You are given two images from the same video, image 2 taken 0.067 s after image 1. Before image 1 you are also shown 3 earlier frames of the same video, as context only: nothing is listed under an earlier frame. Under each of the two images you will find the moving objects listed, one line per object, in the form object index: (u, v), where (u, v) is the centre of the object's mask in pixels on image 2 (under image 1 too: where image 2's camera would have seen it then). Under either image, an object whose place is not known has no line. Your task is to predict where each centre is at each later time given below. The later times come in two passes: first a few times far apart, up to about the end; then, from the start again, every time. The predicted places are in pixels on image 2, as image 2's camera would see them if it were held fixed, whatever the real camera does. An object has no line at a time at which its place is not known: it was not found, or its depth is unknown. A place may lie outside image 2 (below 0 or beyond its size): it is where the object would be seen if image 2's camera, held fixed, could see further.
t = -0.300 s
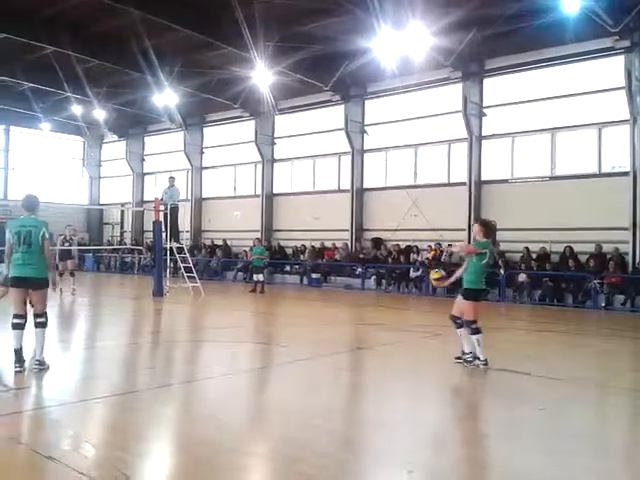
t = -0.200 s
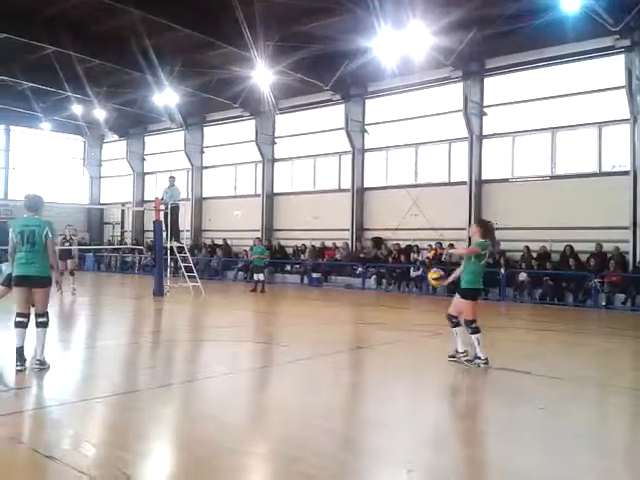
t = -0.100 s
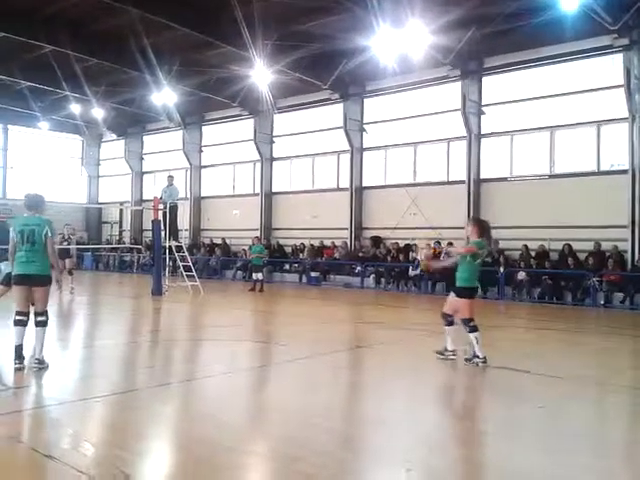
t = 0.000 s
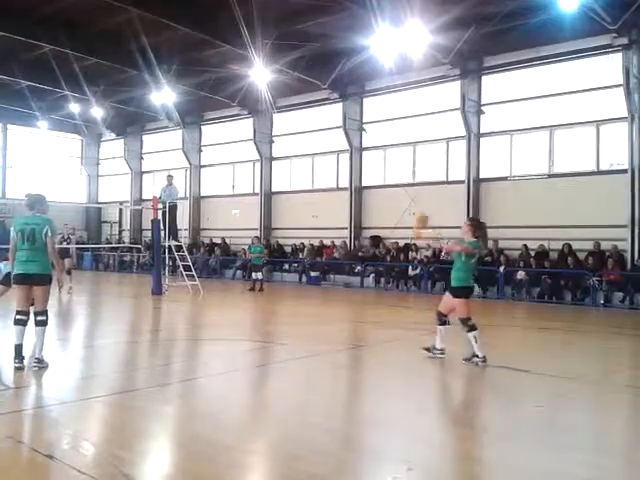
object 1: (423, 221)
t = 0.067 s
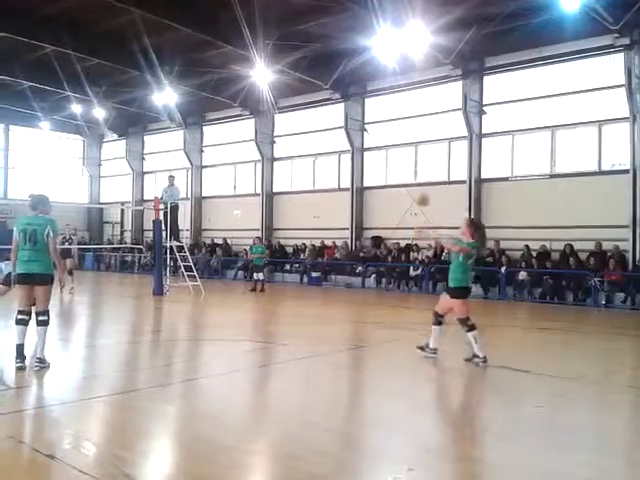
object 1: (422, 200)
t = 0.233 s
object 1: (418, 162)
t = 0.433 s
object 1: (414, 147)
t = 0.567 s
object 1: (412, 150)
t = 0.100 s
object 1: (422, 191)
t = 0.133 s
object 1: (421, 182)
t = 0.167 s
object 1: (420, 174)
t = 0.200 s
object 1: (419, 168)
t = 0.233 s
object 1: (418, 162)
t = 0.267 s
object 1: (417, 158)
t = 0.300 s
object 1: (416, 154)
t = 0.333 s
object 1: (416, 150)
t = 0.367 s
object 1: (415, 149)
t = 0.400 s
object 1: (415, 148)
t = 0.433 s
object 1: (414, 147)
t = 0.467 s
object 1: (414, 147)
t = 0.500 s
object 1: (413, 148)
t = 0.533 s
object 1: (413, 149)
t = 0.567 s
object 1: (412, 150)
